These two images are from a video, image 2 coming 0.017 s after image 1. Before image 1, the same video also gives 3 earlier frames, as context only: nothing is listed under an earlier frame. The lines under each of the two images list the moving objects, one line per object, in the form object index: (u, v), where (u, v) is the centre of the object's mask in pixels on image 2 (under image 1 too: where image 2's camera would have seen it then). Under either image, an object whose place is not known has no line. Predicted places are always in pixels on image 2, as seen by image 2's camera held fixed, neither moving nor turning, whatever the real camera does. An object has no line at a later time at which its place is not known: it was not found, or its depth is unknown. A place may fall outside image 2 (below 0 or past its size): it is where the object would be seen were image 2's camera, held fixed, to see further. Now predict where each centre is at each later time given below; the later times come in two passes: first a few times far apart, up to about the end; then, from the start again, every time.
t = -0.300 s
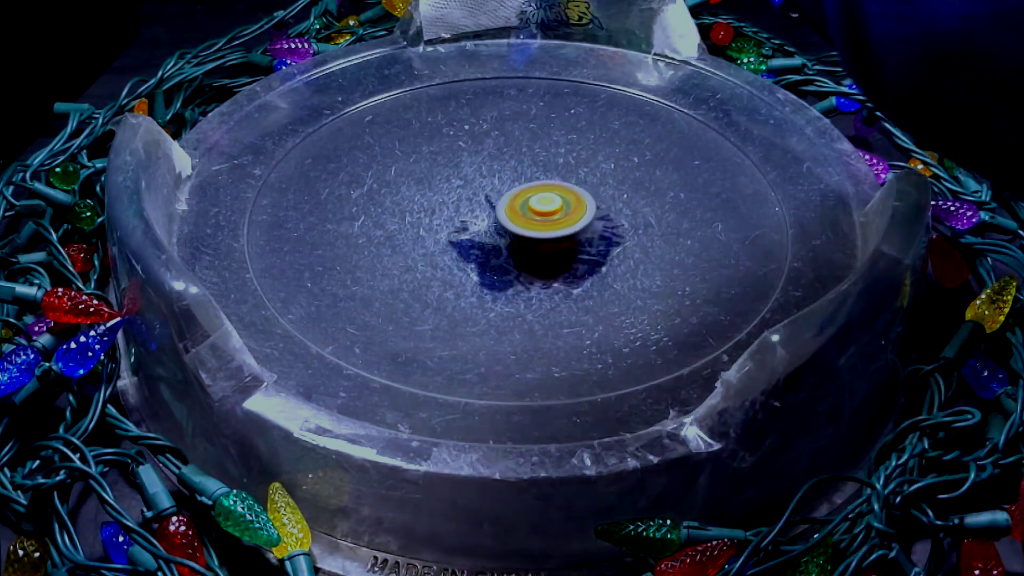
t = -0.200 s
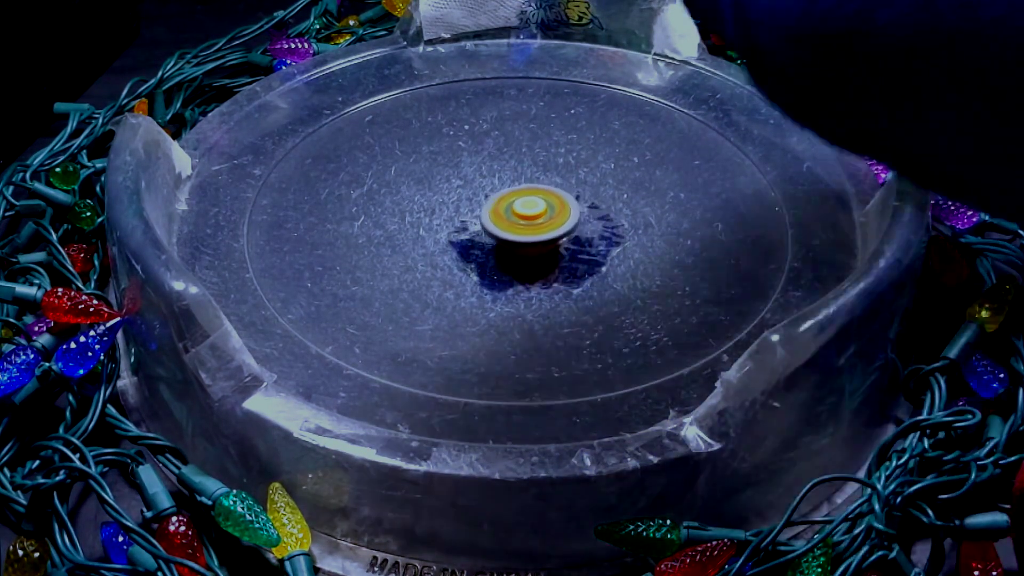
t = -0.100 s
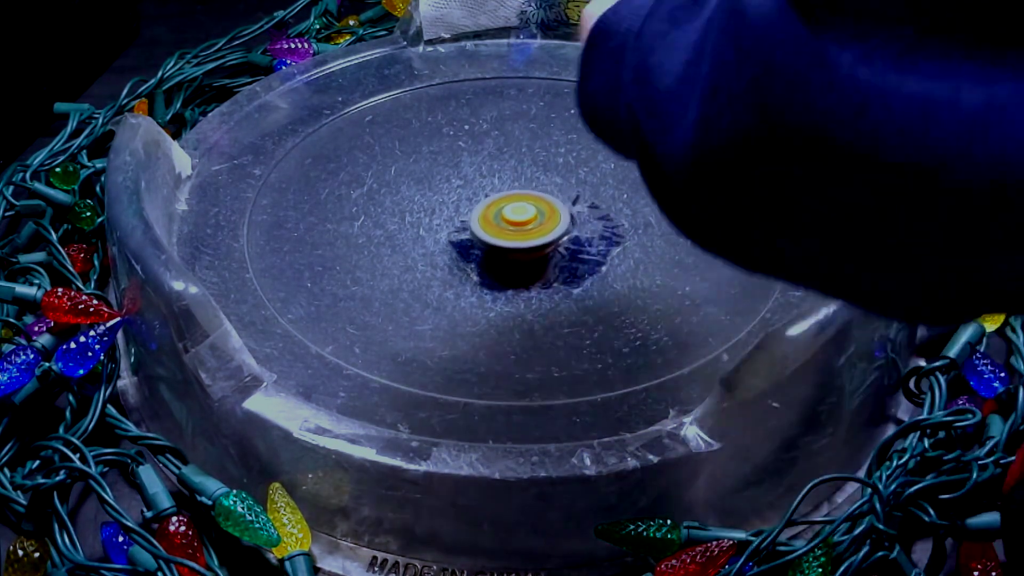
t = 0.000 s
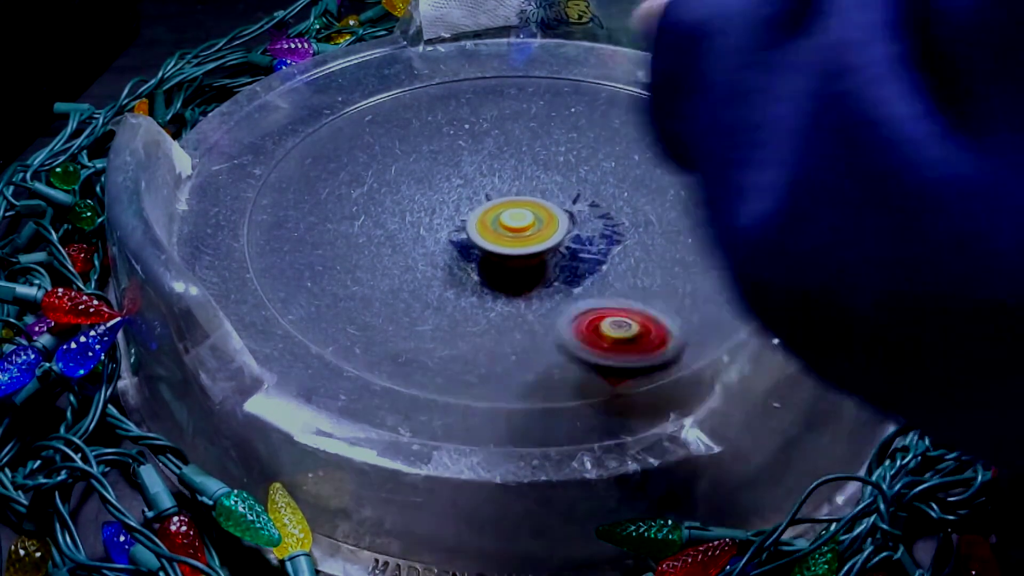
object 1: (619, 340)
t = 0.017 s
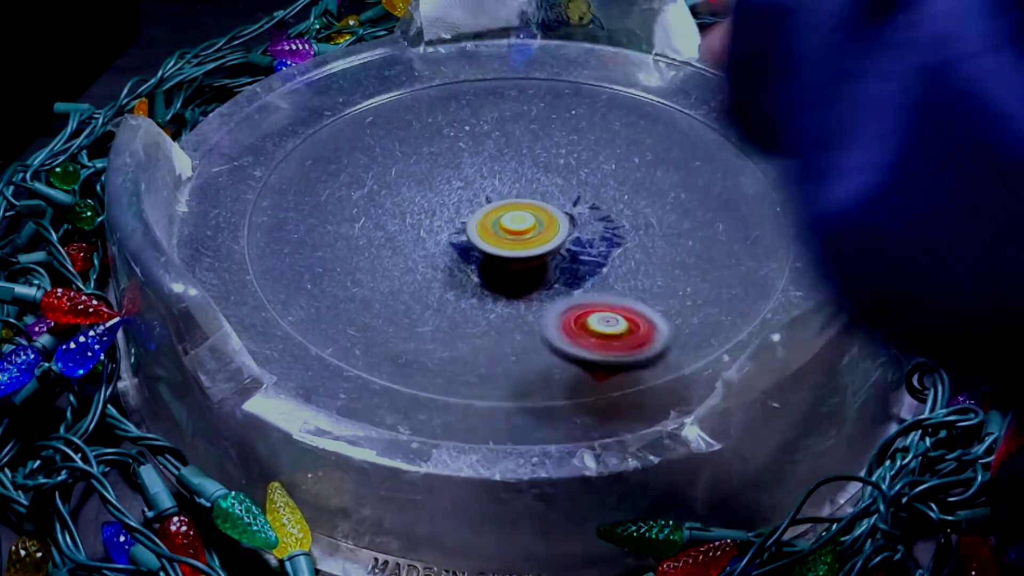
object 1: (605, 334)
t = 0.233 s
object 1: (473, 318)
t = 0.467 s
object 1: (449, 282)
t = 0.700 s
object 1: (428, 277)
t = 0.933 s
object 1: (422, 257)
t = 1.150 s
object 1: (337, 290)
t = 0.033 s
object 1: (592, 334)
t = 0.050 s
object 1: (577, 340)
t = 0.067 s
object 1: (563, 349)
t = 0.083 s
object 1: (546, 353)
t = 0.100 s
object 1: (532, 352)
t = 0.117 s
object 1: (519, 350)
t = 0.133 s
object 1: (507, 347)
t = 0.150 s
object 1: (497, 342)
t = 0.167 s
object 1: (489, 338)
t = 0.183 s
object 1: (483, 333)
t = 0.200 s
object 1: (478, 328)
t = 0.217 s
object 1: (475, 323)
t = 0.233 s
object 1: (473, 318)
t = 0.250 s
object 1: (472, 314)
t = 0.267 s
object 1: (472, 309)
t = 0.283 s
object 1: (472, 305)
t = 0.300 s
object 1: (473, 301)
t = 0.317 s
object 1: (473, 297)
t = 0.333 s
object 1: (474, 294)
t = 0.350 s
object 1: (474, 291)
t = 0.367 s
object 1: (473, 288)
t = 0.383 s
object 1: (472, 286)
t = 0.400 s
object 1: (472, 283)
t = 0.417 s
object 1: (468, 282)
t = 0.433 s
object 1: (459, 283)
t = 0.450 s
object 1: (453, 283)
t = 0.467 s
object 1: (449, 282)
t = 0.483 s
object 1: (445, 281)
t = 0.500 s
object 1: (442, 280)
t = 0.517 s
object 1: (440, 278)
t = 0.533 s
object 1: (438, 278)
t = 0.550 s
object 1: (437, 276)
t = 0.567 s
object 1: (436, 275)
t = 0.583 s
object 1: (434, 276)
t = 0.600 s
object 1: (433, 284)
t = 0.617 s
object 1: (432, 283)
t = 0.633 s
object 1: (431, 282)
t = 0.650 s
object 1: (430, 281)
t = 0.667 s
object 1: (430, 280)
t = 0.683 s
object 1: (429, 279)
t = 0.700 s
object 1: (428, 277)
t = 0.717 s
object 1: (427, 276)
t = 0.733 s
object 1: (427, 275)
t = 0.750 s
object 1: (426, 274)
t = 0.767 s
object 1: (425, 272)
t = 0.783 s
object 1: (425, 271)
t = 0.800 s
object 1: (424, 270)
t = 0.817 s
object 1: (424, 268)
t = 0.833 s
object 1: (423, 266)
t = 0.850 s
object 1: (423, 265)
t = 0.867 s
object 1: (422, 264)
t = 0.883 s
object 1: (422, 262)
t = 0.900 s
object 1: (422, 260)
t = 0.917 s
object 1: (422, 258)
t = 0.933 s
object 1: (422, 257)
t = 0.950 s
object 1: (422, 255)
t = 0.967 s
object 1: (422, 253)
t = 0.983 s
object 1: (421, 253)
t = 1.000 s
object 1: (413, 255)
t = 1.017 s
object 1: (395, 262)
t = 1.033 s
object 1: (380, 263)
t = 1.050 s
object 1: (364, 275)
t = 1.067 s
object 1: (352, 281)
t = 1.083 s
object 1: (344, 285)
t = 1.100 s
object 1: (338, 288)
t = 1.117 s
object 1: (335, 289)
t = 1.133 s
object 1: (335, 290)
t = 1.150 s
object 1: (337, 290)
